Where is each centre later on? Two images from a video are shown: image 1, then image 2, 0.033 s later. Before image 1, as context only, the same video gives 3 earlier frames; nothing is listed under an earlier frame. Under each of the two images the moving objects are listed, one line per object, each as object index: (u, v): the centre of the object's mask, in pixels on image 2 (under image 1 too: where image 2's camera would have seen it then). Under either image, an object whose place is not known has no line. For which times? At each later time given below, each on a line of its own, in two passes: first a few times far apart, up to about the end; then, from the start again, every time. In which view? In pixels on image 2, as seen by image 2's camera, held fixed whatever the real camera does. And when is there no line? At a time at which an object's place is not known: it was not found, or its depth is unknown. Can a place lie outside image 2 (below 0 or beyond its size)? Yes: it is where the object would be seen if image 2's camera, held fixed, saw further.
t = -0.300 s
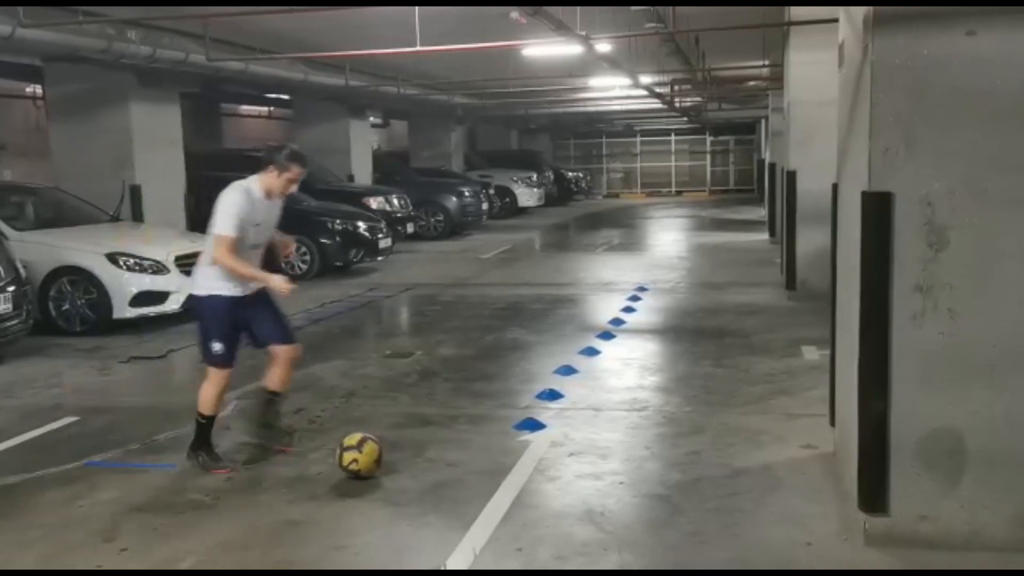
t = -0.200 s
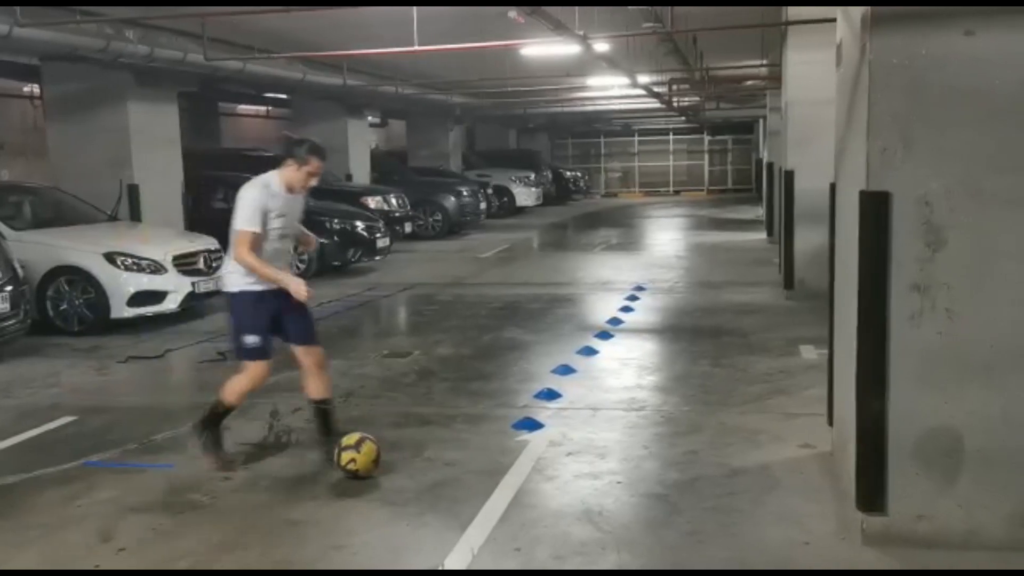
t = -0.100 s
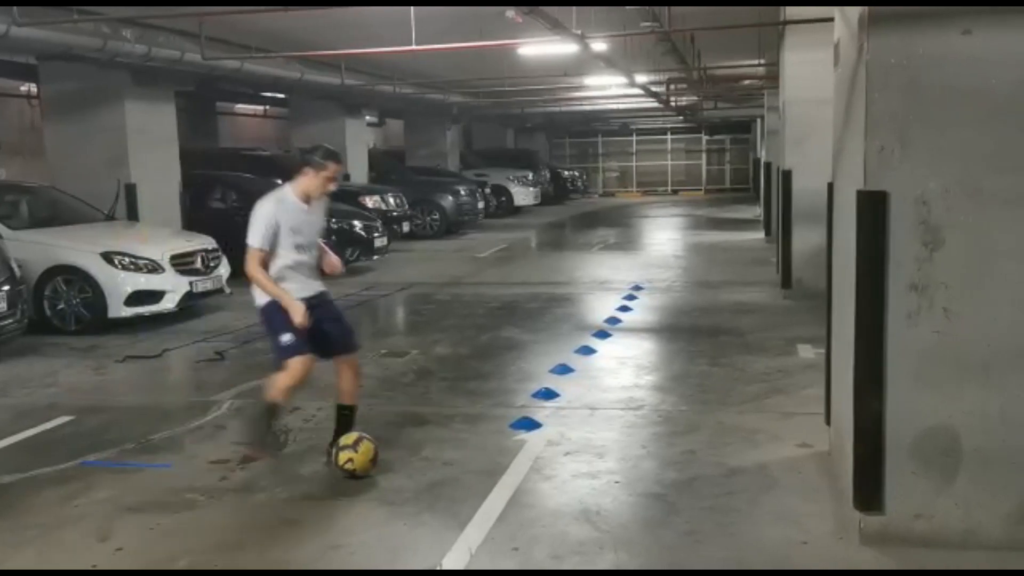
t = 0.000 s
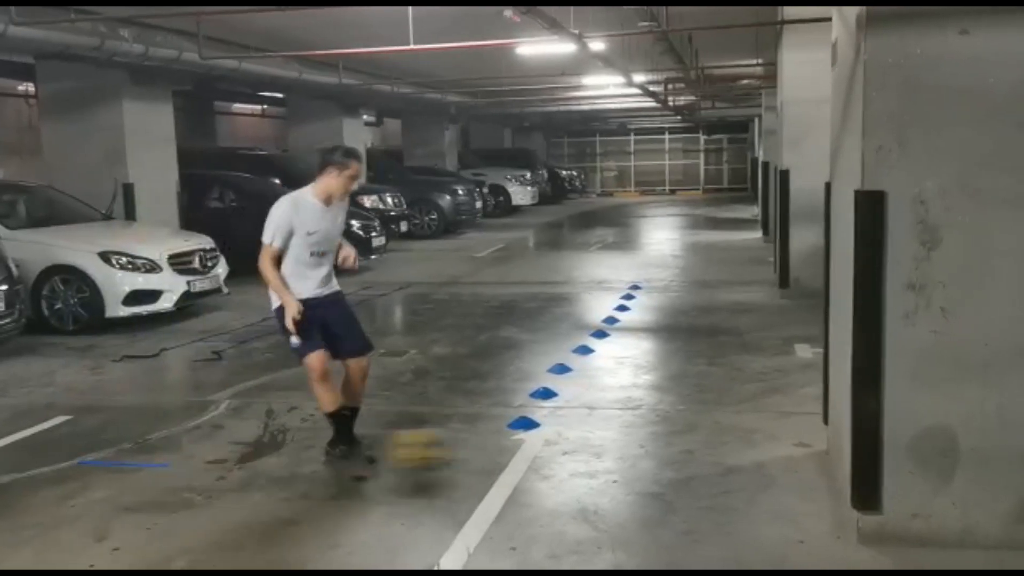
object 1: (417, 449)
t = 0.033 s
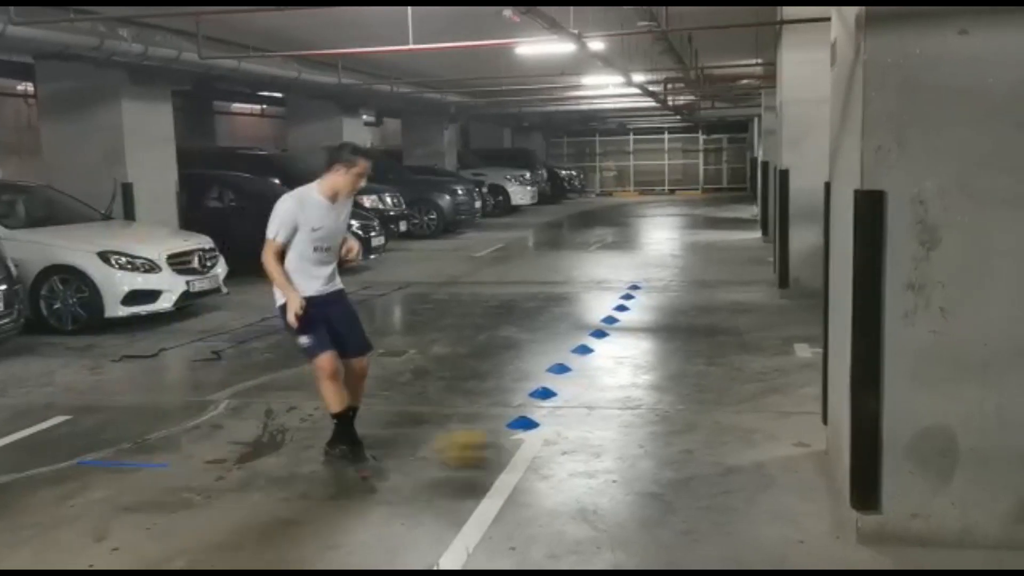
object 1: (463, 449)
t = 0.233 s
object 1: (763, 445)
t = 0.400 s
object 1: (671, 437)
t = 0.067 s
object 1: (513, 447)
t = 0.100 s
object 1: (569, 447)
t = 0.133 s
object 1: (622, 452)
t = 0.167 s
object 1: (672, 450)
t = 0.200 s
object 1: (717, 449)
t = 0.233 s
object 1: (763, 445)
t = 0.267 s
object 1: (811, 447)
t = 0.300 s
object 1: (789, 442)
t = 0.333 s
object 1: (746, 439)
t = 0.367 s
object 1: (708, 435)
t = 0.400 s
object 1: (671, 437)
